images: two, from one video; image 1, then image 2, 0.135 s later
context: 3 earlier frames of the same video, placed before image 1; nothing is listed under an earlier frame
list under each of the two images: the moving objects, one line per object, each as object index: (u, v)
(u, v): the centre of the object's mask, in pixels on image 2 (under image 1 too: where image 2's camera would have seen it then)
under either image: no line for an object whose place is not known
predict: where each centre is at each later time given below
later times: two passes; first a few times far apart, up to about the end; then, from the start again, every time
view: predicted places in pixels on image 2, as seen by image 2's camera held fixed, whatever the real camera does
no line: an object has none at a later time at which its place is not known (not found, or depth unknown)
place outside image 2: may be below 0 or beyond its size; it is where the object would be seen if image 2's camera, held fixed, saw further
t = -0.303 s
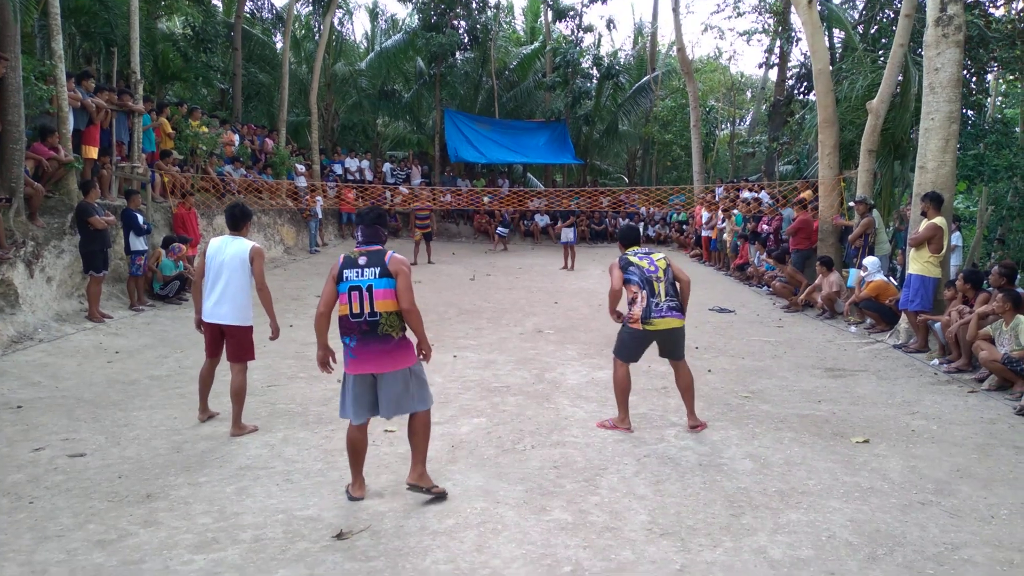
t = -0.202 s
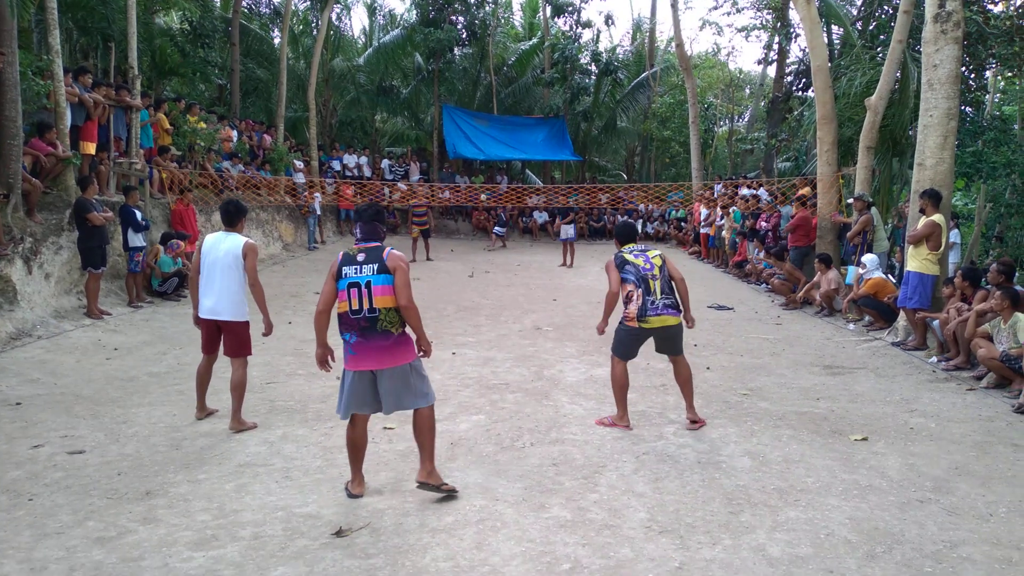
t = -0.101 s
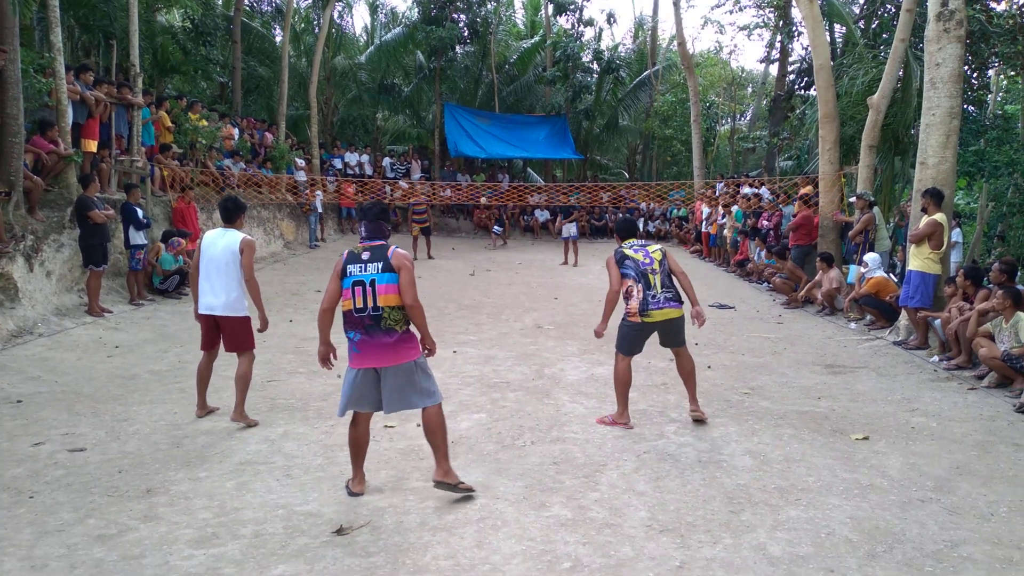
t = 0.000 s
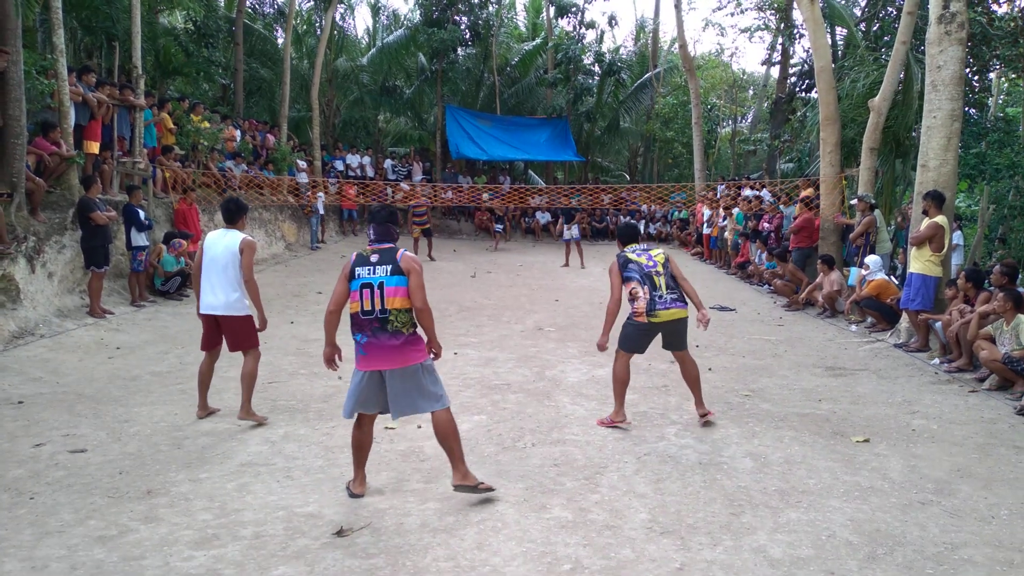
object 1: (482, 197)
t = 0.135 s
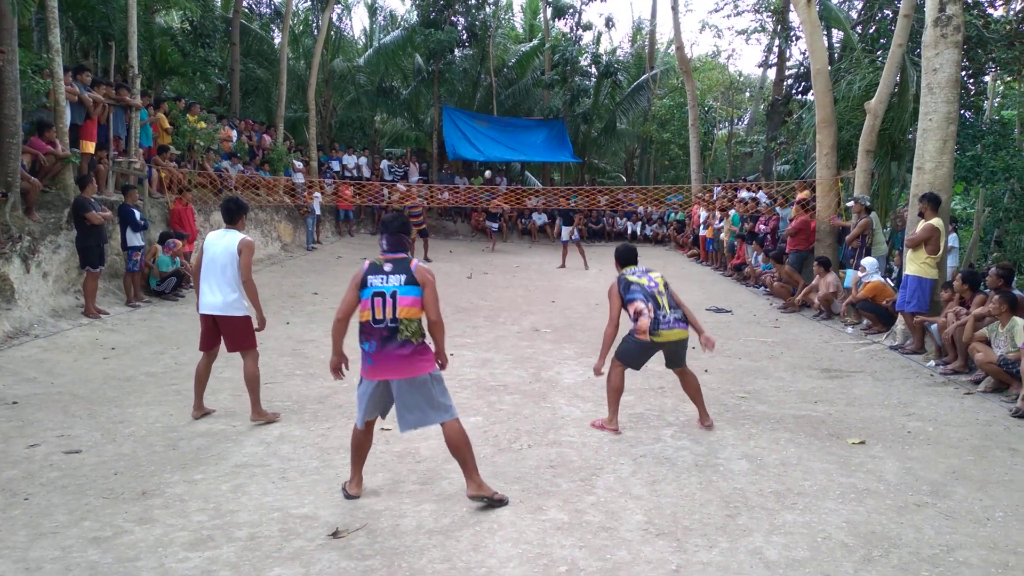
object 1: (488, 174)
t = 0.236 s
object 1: (493, 159)
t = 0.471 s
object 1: (505, 136)
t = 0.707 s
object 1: (521, 149)
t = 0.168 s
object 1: (490, 169)
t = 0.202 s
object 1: (491, 164)
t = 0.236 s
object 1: (493, 159)
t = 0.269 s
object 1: (495, 154)
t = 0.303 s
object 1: (497, 150)
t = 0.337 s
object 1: (498, 147)
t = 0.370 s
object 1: (500, 144)
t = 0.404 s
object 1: (502, 141)
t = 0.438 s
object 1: (503, 138)
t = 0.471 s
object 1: (505, 136)
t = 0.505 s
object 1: (506, 136)
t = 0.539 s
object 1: (508, 136)
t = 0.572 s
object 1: (511, 136)
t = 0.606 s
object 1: (513, 137)
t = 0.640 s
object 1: (515, 140)
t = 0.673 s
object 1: (518, 144)
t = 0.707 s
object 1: (521, 149)
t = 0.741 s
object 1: (524, 155)
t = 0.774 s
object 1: (528, 163)
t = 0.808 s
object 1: (532, 172)
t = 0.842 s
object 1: (536, 184)
